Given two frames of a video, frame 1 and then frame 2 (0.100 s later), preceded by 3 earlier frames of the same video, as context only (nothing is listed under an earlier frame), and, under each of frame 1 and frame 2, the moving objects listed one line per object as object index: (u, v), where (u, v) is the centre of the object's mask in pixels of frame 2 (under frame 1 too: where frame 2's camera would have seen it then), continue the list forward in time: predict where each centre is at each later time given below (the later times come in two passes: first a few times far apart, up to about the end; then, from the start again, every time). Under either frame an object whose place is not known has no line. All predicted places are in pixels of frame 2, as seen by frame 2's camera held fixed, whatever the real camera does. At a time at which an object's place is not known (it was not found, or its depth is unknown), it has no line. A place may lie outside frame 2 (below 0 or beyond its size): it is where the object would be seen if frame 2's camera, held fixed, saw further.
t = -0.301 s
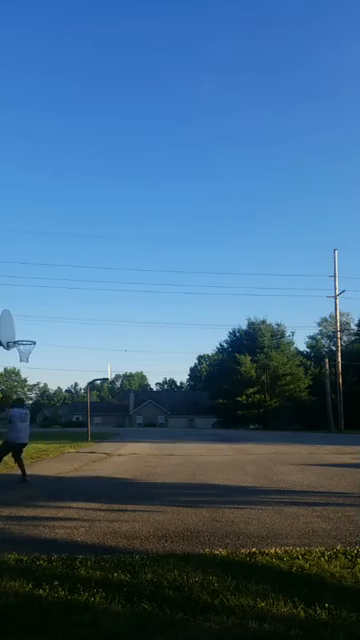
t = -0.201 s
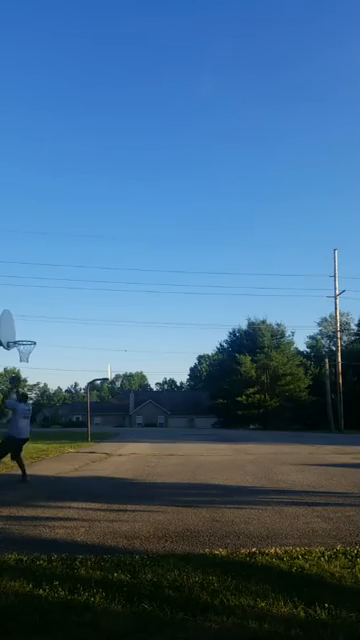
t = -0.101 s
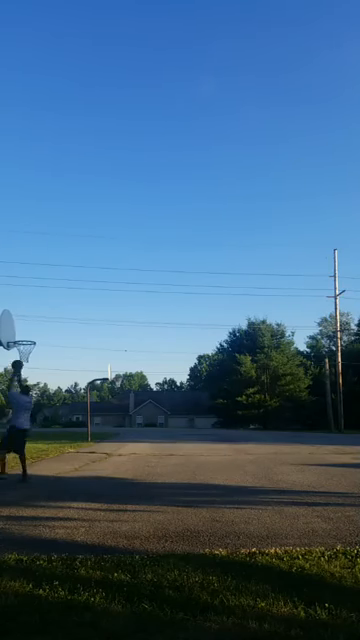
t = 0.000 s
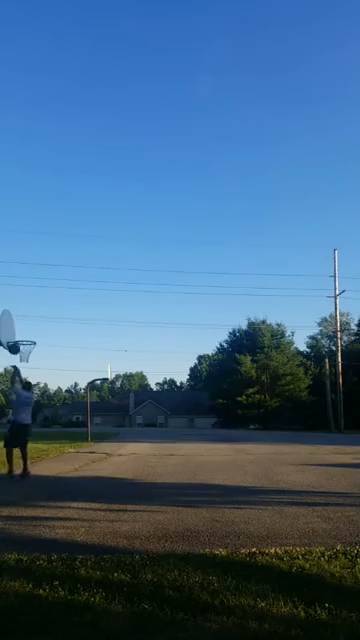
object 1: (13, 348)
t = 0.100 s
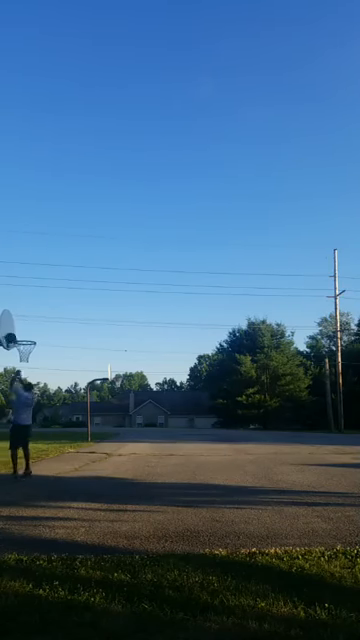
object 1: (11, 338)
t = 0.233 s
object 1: (15, 334)
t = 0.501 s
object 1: (29, 351)
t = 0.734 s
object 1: (30, 365)
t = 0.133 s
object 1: (9, 335)
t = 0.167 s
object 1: (11, 334)
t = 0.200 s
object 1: (13, 334)
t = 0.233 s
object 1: (15, 334)
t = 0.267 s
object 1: (17, 335)
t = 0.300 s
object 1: (18, 336)
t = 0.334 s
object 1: (21, 337)
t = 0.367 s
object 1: (22, 339)
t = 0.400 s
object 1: (24, 341)
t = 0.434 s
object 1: (26, 344)
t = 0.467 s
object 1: (28, 348)
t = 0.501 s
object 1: (29, 351)
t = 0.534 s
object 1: (30, 353)
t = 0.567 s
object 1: (30, 354)
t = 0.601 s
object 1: (30, 355)
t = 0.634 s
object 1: (31, 357)
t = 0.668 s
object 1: (30, 359)
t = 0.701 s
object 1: (30, 362)
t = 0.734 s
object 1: (30, 365)
